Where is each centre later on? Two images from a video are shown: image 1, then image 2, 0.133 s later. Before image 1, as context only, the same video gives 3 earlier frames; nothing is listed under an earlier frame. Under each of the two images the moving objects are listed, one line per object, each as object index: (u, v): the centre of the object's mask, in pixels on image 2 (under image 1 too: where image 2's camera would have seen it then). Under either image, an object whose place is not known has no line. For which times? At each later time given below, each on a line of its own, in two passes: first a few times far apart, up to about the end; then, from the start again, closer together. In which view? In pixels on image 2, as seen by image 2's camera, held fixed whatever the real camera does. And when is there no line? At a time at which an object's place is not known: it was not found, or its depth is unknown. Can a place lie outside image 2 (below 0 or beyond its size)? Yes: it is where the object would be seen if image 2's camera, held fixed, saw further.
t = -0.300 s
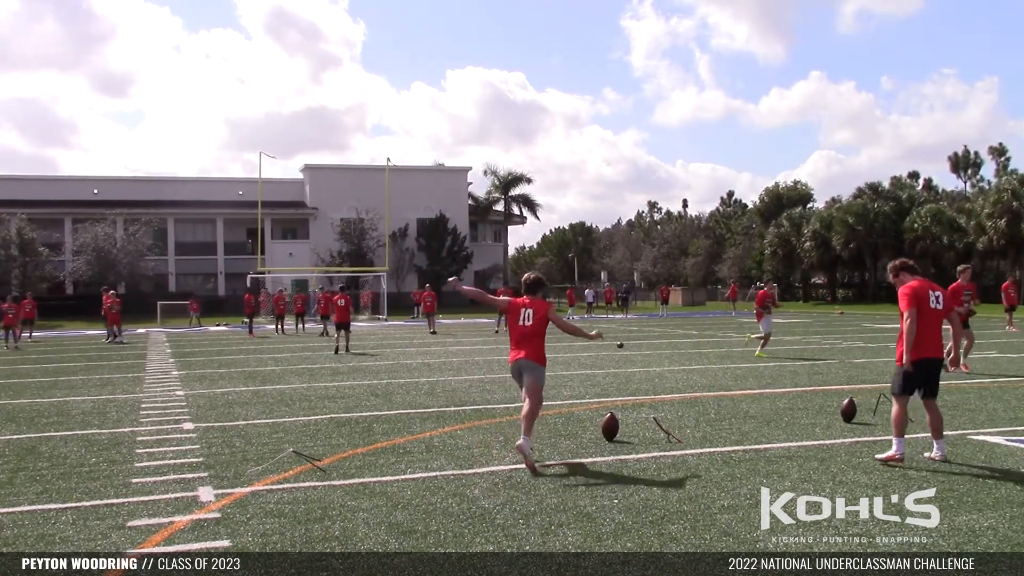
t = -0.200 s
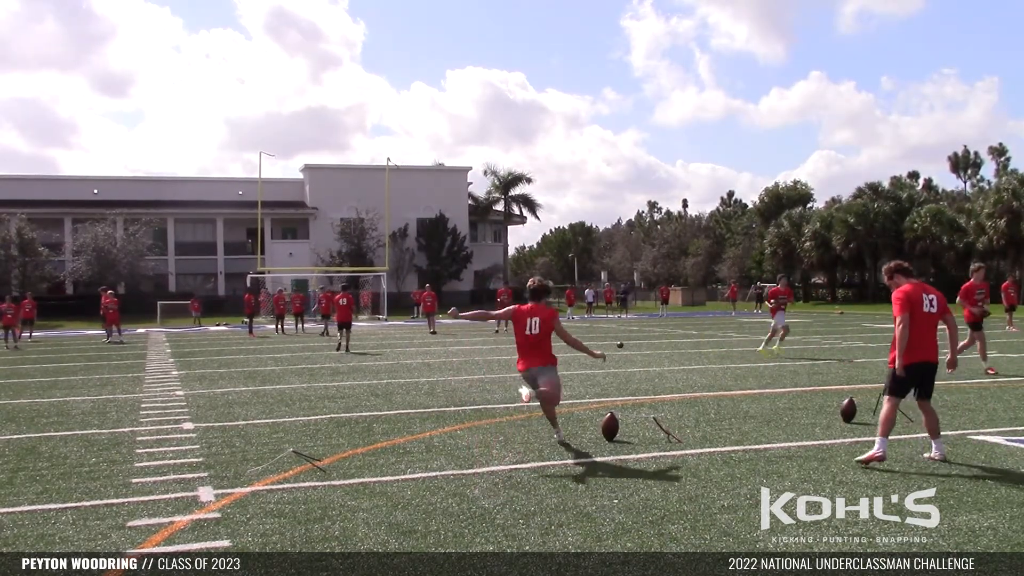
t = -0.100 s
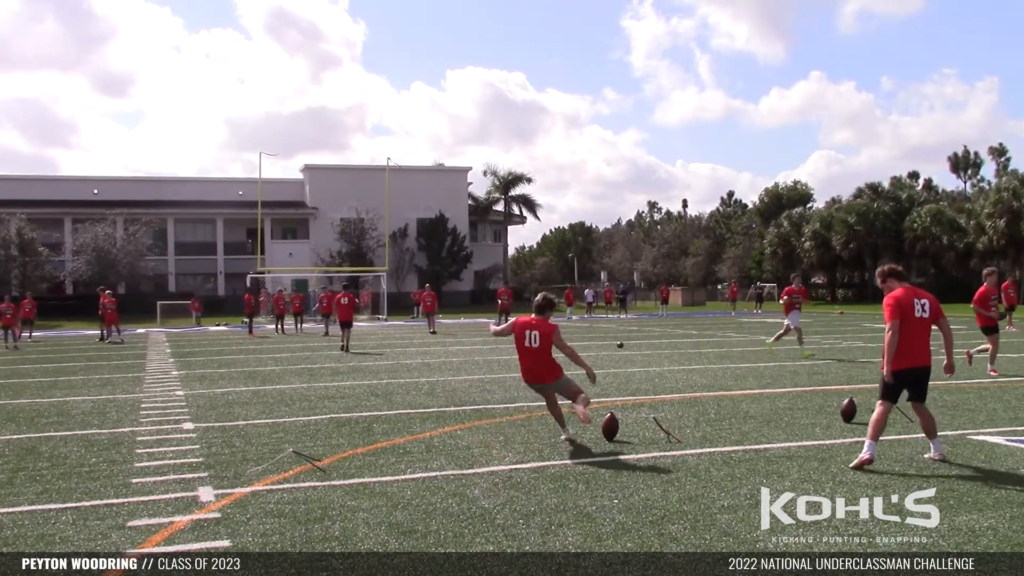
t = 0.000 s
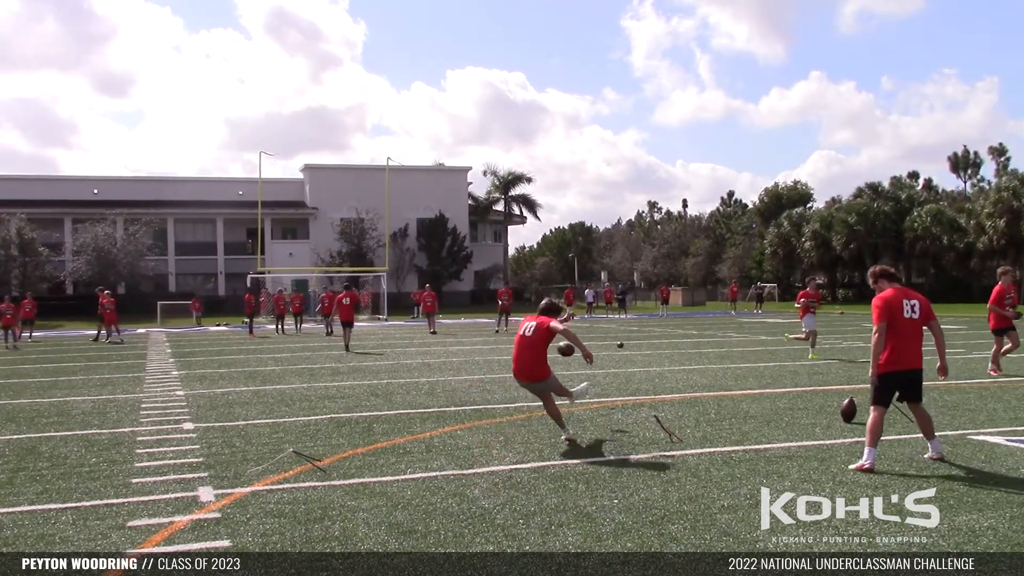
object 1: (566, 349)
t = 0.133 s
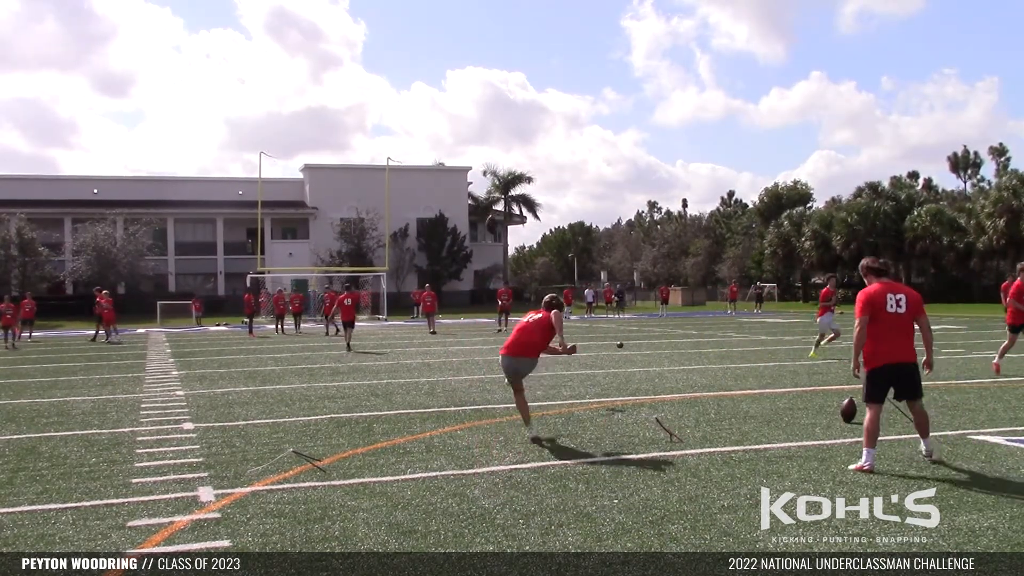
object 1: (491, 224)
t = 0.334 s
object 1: (436, 125)
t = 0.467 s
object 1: (416, 87)
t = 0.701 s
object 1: (389, 52)
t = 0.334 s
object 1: (436, 125)
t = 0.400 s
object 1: (425, 104)
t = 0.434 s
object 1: (420, 96)
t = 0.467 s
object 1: (416, 87)
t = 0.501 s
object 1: (411, 80)
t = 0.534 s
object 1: (407, 74)
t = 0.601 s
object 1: (400, 63)
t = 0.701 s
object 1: (389, 52)
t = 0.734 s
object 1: (386, 49)
